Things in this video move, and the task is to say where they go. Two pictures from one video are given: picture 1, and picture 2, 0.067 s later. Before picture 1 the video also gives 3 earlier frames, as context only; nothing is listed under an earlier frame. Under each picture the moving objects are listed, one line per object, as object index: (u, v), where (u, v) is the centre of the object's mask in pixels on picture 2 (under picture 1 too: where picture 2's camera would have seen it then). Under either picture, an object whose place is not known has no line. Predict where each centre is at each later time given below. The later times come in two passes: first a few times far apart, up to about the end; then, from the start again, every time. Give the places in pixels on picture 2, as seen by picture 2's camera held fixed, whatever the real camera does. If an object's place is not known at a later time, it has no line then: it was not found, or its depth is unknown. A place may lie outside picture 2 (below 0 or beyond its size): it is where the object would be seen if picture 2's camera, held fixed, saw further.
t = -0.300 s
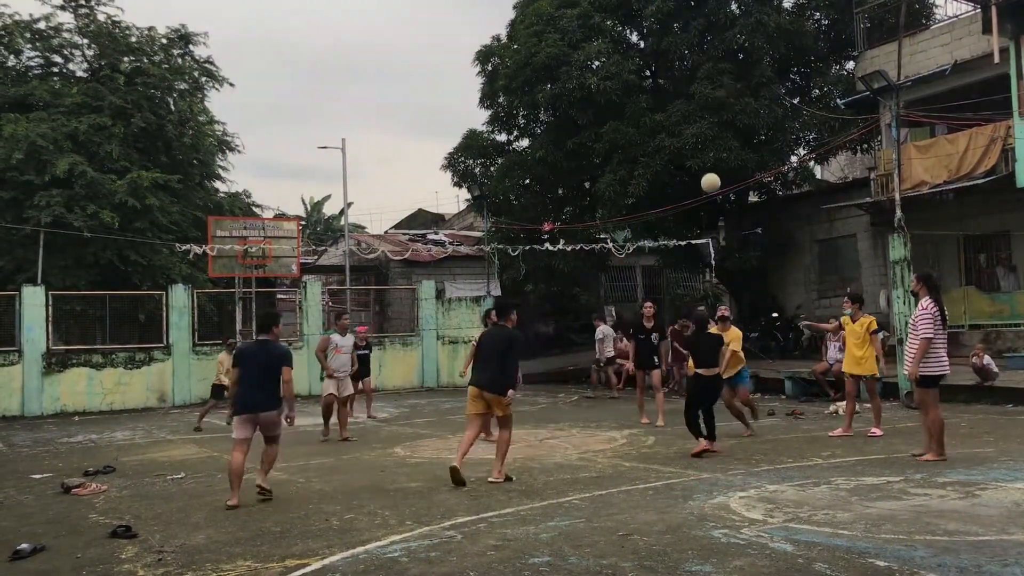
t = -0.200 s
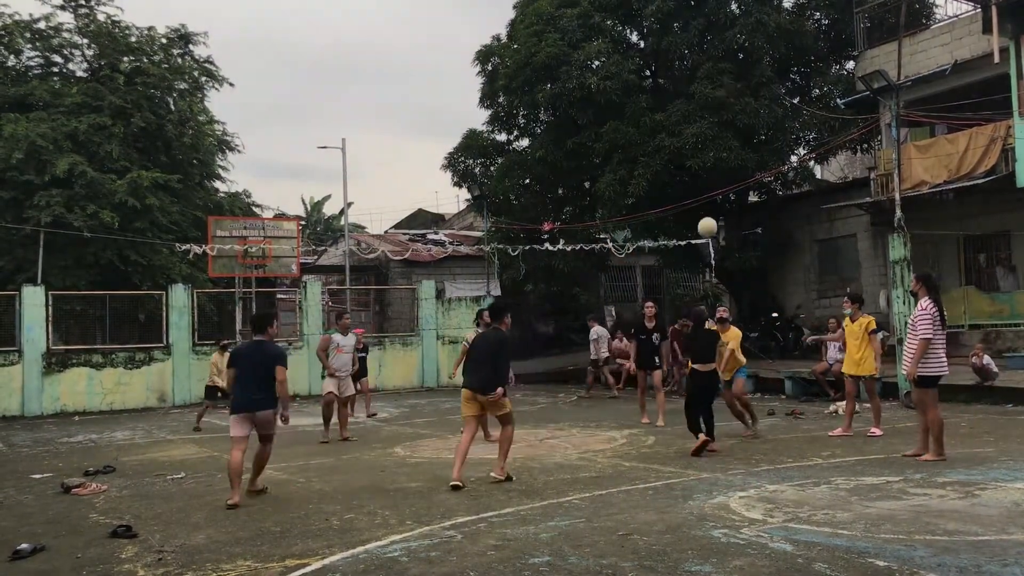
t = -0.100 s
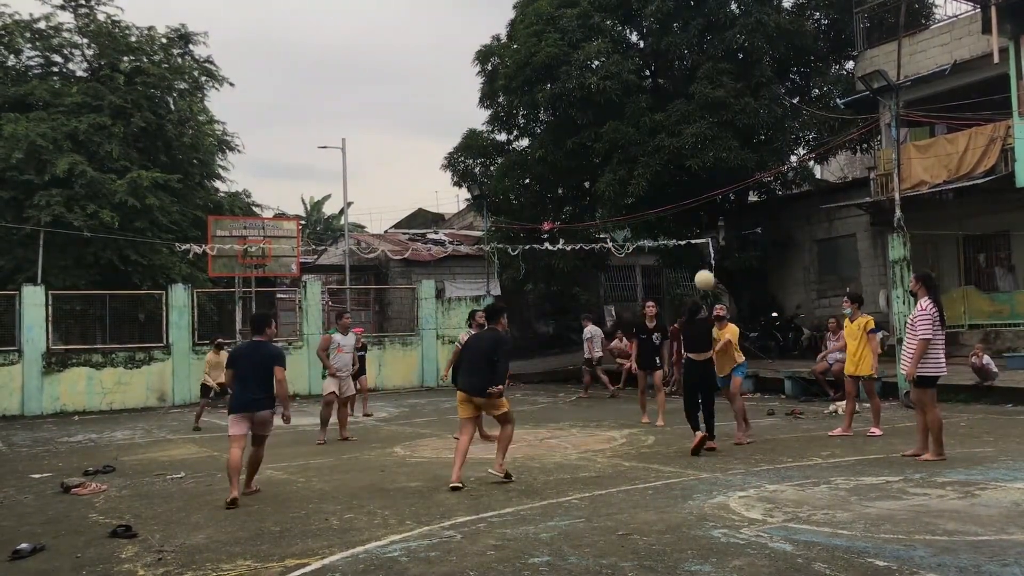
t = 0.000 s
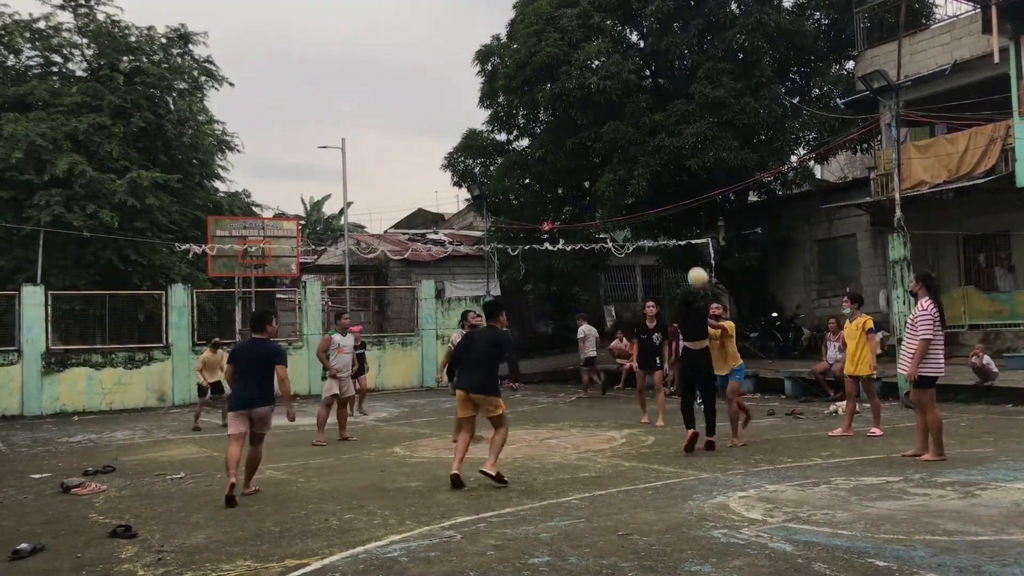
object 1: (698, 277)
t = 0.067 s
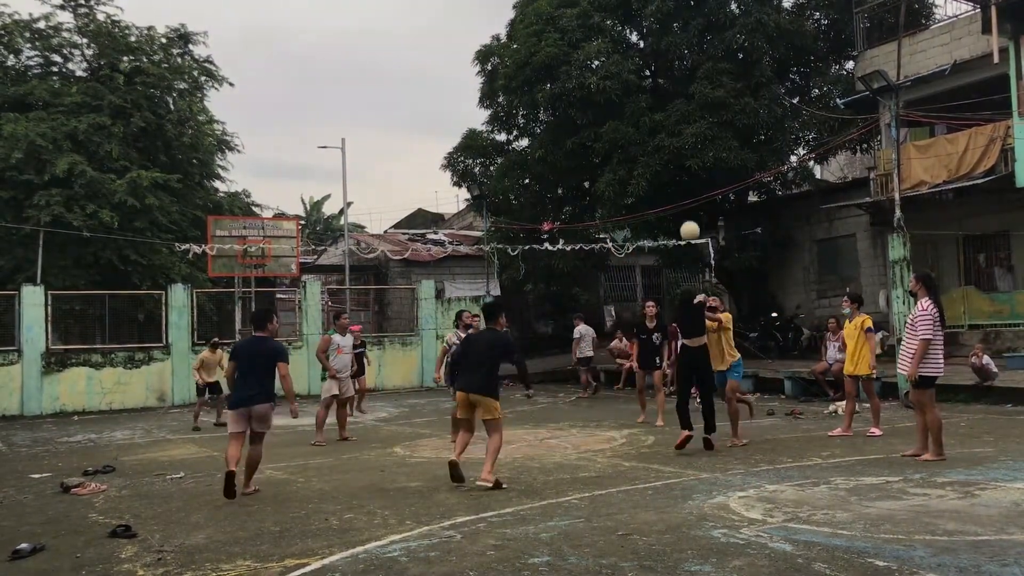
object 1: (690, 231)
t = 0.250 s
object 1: (672, 129)
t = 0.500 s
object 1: (654, 44)
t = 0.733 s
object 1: (640, 16)
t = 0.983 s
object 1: (628, 36)
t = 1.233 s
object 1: (619, 105)
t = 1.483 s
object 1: (612, 219)
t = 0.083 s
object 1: (688, 220)
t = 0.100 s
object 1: (686, 210)
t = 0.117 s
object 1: (685, 200)
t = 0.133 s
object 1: (683, 190)
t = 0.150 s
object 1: (681, 180)
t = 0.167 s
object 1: (680, 171)
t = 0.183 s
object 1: (678, 162)
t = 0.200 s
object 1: (677, 153)
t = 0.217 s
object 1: (675, 145)
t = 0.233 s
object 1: (674, 137)
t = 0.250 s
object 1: (672, 129)
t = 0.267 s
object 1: (672, 121)
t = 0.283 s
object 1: (670, 114)
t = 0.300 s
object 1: (669, 107)
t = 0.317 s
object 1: (668, 101)
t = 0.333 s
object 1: (666, 94)
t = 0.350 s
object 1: (665, 88)
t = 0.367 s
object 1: (664, 82)
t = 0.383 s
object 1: (663, 76)
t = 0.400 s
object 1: (661, 71)
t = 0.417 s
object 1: (660, 66)
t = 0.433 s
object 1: (659, 61)
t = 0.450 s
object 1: (658, 56)
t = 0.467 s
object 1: (656, 52)
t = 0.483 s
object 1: (655, 48)
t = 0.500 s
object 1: (654, 44)
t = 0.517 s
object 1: (653, 40)
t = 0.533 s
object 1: (652, 37)
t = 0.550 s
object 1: (651, 34)
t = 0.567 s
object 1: (650, 31)
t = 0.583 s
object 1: (649, 28)
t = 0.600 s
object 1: (648, 26)
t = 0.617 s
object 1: (647, 24)
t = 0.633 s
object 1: (646, 23)
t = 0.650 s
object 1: (645, 21)
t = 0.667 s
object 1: (644, 20)
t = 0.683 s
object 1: (643, 18)
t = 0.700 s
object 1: (642, 17)
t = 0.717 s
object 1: (641, 16)
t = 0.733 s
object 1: (640, 16)
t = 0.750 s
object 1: (639, 16)
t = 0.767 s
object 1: (638, 16)
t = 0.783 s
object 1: (638, 16)
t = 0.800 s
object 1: (637, 16)
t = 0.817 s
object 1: (636, 17)
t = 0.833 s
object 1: (635, 18)
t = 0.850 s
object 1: (634, 19)
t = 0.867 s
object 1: (633, 21)
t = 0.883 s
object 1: (633, 22)
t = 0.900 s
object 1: (632, 23)
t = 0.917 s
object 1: (631, 25)
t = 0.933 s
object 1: (630, 27)
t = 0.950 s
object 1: (630, 30)
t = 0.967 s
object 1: (629, 32)
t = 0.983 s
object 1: (628, 36)
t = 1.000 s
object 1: (628, 39)
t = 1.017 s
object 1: (628, 42)
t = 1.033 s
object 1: (626, 46)
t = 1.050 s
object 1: (626, 50)
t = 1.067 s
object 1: (625, 54)
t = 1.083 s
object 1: (624, 58)
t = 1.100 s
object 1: (623, 62)
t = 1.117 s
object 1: (622, 67)
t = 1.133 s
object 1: (622, 72)
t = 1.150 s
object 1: (621, 77)
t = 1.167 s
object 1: (621, 82)
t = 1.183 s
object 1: (620, 87)
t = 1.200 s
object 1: (620, 93)
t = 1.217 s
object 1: (619, 99)
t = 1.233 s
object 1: (619, 105)
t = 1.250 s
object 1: (618, 111)
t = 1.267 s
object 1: (618, 117)
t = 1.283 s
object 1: (617, 124)
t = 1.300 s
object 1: (617, 131)
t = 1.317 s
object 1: (616, 138)
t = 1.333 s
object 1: (616, 145)
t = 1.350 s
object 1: (616, 153)
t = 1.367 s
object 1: (615, 160)
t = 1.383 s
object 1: (615, 168)
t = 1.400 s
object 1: (614, 175)
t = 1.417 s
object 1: (614, 184)
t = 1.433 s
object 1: (613, 192)
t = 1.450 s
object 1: (613, 201)
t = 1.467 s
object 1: (612, 210)
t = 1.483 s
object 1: (612, 219)
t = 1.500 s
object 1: (612, 228)
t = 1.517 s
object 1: (609, 232)
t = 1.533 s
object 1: (606, 230)
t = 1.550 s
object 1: (602, 229)
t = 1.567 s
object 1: (598, 228)
